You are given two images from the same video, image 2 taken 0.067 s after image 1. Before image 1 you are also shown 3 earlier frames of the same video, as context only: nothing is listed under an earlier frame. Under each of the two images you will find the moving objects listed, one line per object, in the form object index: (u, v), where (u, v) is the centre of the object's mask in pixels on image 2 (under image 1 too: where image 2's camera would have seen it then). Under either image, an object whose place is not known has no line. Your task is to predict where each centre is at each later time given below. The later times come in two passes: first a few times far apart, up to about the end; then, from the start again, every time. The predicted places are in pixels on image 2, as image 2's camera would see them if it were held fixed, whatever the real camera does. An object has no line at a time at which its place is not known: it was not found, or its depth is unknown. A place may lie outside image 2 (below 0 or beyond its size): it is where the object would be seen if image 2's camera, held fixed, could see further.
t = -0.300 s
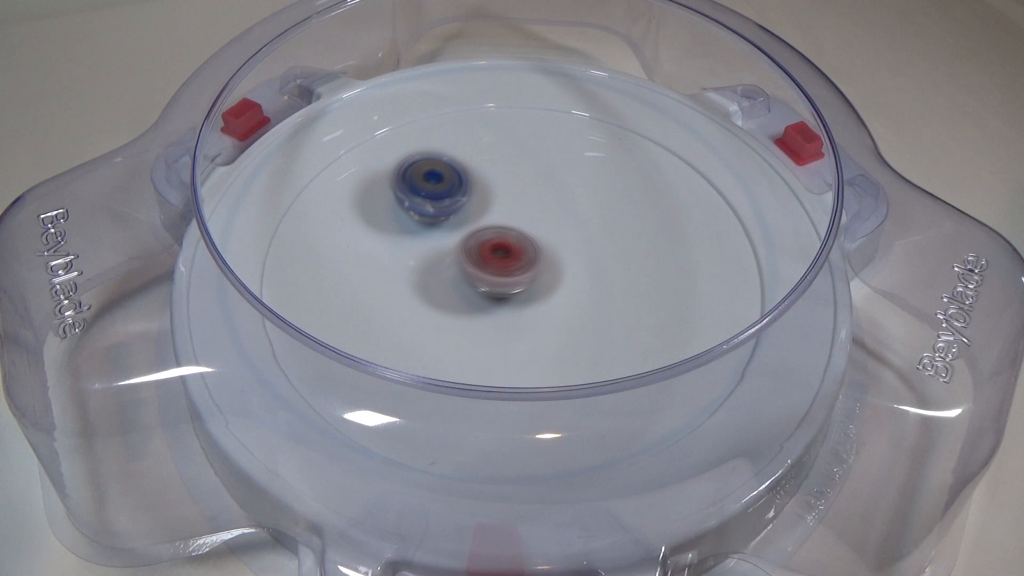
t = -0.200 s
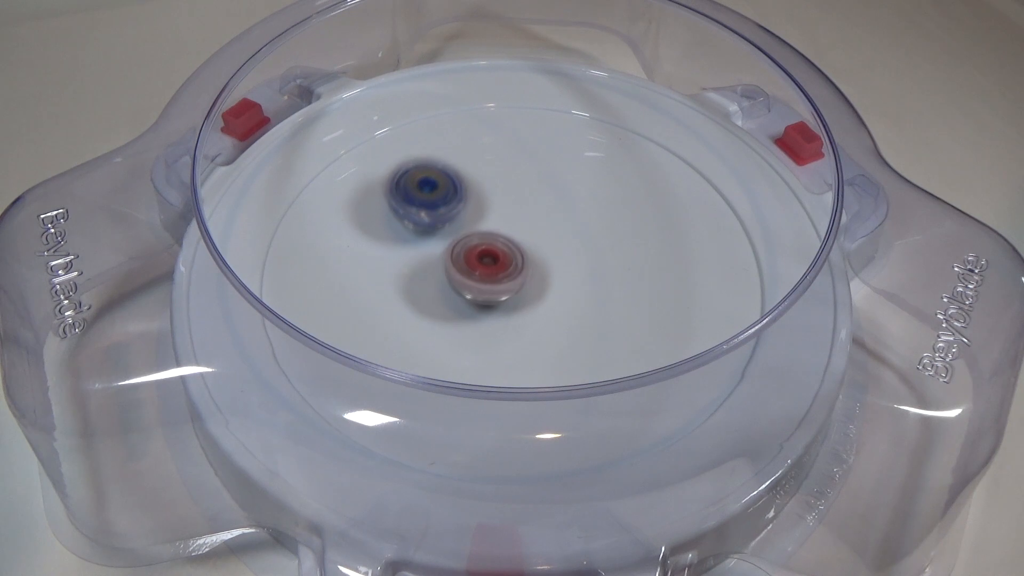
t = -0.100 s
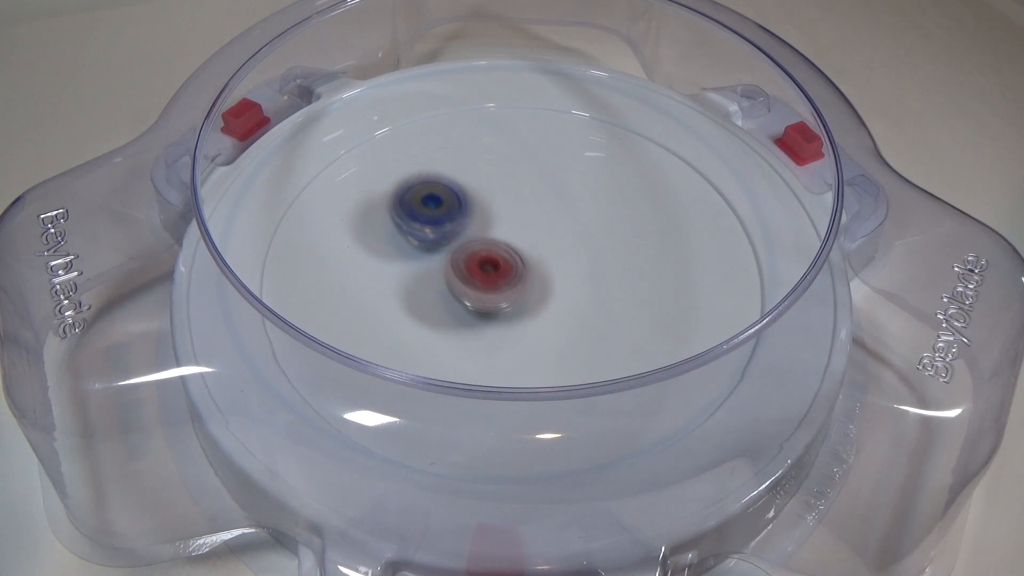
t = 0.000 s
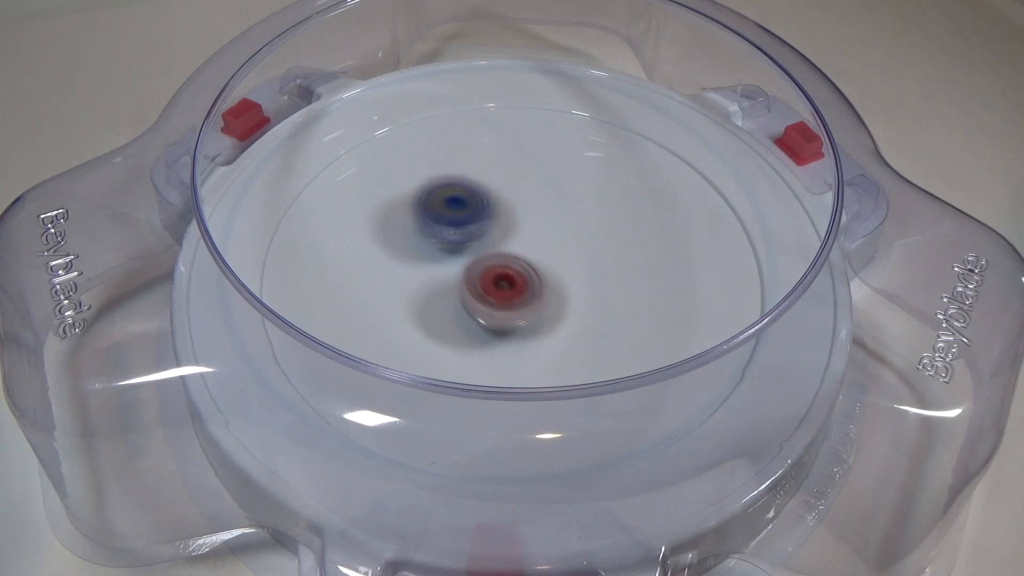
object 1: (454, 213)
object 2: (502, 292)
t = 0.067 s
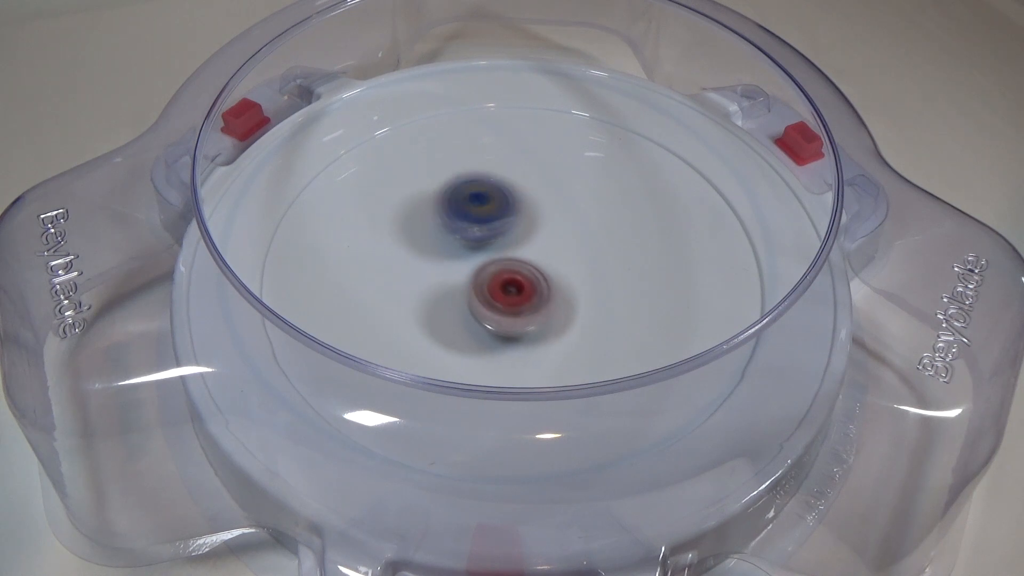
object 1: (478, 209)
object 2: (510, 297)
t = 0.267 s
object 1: (527, 180)
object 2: (518, 288)
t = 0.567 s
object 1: (450, 150)
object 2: (549, 326)
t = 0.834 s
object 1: (446, 136)
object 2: (581, 336)
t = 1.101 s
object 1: (446, 93)
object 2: (626, 315)
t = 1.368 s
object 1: (521, 207)
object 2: (583, 307)
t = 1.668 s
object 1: (669, 136)
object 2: (418, 444)
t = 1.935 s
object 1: (596, 268)
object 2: (383, 387)
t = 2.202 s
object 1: (483, 369)
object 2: (429, 260)
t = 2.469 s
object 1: (457, 374)
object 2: (472, 177)
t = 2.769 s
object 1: (461, 272)
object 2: (528, 162)
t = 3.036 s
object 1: (463, 200)
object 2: (603, 216)
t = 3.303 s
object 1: (488, 176)
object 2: (665, 271)
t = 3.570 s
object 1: (565, 207)
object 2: (653, 331)
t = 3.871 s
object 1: (623, 279)
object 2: (529, 359)
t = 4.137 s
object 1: (612, 333)
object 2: (426, 313)
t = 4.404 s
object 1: (526, 357)
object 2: (418, 240)
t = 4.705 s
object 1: (419, 320)
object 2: (495, 195)
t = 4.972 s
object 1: (404, 241)
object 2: (577, 201)
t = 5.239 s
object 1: (485, 197)
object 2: (635, 258)
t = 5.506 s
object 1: (590, 195)
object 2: (607, 331)
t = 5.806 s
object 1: (647, 245)
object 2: (477, 360)
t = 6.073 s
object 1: (623, 326)
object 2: (385, 301)
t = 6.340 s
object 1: (507, 363)
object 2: (402, 215)
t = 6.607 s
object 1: (412, 305)
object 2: (501, 173)
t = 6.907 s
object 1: (431, 188)
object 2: (615, 204)
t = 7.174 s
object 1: (452, 128)
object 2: (641, 289)
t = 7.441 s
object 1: (496, 192)
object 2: (559, 356)
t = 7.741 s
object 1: (588, 306)
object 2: (426, 326)
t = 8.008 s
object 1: (679, 329)
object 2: (417, 241)
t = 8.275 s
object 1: (607, 310)
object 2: (503, 196)
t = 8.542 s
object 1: (425, 304)
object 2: (590, 217)
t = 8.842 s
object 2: (607, 301)
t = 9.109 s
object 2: (612, 347)
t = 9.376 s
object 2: (515, 312)
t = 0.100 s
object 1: (490, 205)
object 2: (513, 298)
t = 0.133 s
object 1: (501, 201)
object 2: (516, 298)
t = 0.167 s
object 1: (510, 196)
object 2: (516, 297)
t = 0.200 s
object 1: (519, 190)
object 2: (516, 296)
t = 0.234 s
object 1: (523, 186)
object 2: (517, 292)
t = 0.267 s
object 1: (527, 180)
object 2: (518, 288)
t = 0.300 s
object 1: (528, 174)
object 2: (518, 282)
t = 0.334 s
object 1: (525, 169)
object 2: (519, 277)
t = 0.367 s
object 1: (520, 164)
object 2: (518, 272)
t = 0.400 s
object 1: (509, 161)
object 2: (518, 268)
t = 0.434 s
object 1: (497, 162)
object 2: (519, 265)
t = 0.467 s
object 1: (484, 169)
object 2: (519, 262)
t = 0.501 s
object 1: (474, 182)
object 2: (518, 260)
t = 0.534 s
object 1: (468, 191)
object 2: (521, 266)
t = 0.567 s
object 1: (450, 150)
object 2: (549, 326)
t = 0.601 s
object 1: (431, 109)
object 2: (581, 386)
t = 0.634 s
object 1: (422, 86)
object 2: (616, 448)
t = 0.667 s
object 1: (423, 83)
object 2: (634, 467)
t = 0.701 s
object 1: (425, 89)
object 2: (628, 448)
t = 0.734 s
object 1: (428, 96)
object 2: (616, 433)
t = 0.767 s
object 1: (433, 107)
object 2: (605, 400)
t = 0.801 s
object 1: (439, 122)
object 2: (591, 356)
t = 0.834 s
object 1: (446, 136)
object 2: (581, 336)
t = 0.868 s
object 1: (456, 156)
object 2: (572, 304)
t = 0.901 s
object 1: (467, 174)
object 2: (562, 273)
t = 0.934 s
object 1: (477, 188)
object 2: (556, 252)
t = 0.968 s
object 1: (470, 172)
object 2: (571, 260)
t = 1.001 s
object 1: (457, 147)
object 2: (593, 278)
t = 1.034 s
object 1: (452, 127)
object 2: (611, 295)
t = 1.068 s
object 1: (449, 108)
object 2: (621, 306)
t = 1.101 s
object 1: (446, 93)
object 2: (626, 315)
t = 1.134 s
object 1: (449, 97)
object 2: (626, 318)
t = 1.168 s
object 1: (454, 108)
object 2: (623, 320)
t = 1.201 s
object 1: (461, 122)
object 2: (618, 320)
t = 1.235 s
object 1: (470, 138)
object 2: (613, 318)
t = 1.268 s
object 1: (480, 154)
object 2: (607, 315)
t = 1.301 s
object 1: (492, 171)
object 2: (600, 312)
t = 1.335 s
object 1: (505, 189)
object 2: (591, 309)
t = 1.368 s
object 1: (521, 207)
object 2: (583, 307)
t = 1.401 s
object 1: (536, 224)
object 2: (571, 306)
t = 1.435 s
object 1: (551, 235)
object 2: (559, 309)
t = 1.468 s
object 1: (573, 214)
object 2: (537, 341)
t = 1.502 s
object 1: (598, 183)
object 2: (505, 389)
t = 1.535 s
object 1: (619, 171)
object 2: (475, 431)
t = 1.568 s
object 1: (635, 155)
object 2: (454, 444)
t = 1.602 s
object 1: (650, 143)
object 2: (440, 445)
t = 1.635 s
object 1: (666, 135)
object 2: (427, 446)
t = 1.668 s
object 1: (669, 136)
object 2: (418, 444)
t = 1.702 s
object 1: (666, 148)
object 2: (410, 442)
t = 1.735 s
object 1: (662, 160)
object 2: (404, 438)
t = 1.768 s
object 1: (655, 176)
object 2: (396, 431)
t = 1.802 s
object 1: (644, 192)
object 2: (390, 426)
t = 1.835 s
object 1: (634, 213)
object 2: (385, 420)
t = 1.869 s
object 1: (623, 231)
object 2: (379, 412)
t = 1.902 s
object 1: (611, 248)
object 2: (377, 404)
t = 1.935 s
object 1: (596, 268)
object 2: (383, 387)
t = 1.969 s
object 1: (581, 286)
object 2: (387, 369)
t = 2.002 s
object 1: (563, 304)
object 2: (395, 346)
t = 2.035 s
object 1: (547, 319)
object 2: (398, 337)
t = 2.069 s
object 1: (531, 333)
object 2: (404, 322)
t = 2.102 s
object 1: (517, 345)
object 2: (408, 306)
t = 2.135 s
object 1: (505, 351)
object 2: (416, 290)
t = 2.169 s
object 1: (494, 357)
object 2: (423, 274)
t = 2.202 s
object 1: (483, 369)
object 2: (429, 260)
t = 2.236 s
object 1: (475, 378)
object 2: (437, 247)
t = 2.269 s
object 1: (470, 384)
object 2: (440, 234)
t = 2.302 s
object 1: (466, 386)
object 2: (446, 221)
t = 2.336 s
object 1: (462, 385)
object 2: (453, 211)
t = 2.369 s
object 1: (459, 385)
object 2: (457, 201)
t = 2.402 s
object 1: (458, 384)
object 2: (463, 192)
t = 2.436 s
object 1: (457, 381)
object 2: (468, 184)
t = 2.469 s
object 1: (457, 374)
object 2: (472, 177)
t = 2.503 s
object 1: (458, 358)
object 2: (478, 171)
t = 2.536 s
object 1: (456, 354)
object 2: (482, 165)
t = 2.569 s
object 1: (455, 347)
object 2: (487, 161)
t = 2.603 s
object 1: (456, 336)
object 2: (493, 157)
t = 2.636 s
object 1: (457, 324)
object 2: (498, 155)
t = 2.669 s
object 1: (457, 310)
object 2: (505, 154)
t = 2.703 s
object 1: (458, 297)
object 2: (512, 156)
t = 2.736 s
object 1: (459, 285)
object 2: (519, 159)
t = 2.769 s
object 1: (461, 272)
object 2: (528, 162)
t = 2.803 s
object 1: (461, 261)
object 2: (536, 168)
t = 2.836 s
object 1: (462, 250)
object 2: (545, 175)
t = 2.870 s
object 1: (463, 239)
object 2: (554, 181)
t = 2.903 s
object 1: (463, 229)
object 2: (563, 188)
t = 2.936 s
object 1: (465, 222)
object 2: (571, 195)
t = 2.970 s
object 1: (466, 214)
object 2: (581, 202)
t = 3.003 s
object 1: (464, 206)
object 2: (592, 209)
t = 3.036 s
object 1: (463, 200)
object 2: (603, 216)
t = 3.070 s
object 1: (464, 194)
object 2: (612, 223)
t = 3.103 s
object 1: (464, 188)
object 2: (620, 230)
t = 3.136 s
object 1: (465, 184)
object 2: (629, 235)
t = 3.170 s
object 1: (468, 180)
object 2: (637, 243)
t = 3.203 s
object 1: (471, 178)
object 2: (646, 249)
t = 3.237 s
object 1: (476, 175)
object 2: (652, 256)
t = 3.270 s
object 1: (481, 175)
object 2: (659, 261)
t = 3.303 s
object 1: (488, 176)
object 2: (665, 271)
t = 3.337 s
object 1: (496, 177)
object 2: (668, 277)
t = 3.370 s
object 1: (504, 179)
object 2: (671, 285)
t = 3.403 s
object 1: (513, 182)
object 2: (672, 293)
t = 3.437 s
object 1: (523, 186)
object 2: (673, 300)
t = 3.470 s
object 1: (534, 190)
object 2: (670, 309)
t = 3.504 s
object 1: (546, 195)
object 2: (666, 317)
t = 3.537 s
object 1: (555, 201)
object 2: (659, 325)
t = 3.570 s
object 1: (565, 207)
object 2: (653, 331)
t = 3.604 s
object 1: (575, 215)
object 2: (643, 337)
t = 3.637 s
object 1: (583, 223)
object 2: (632, 342)
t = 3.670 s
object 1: (591, 231)
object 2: (620, 347)
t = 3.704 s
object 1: (598, 240)
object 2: (606, 351)
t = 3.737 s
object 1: (606, 249)
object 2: (592, 355)
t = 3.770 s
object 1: (611, 257)
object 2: (576, 358)
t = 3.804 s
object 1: (615, 267)
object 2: (561, 359)
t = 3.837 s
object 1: (619, 275)
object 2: (543, 360)
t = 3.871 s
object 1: (623, 279)
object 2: (529, 359)
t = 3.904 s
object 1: (625, 289)
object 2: (513, 358)
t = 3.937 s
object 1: (626, 296)
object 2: (498, 355)
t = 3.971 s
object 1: (628, 302)
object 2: (482, 350)
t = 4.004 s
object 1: (627, 309)
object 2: (468, 345)
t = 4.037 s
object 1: (626, 316)
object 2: (455, 339)
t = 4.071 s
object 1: (622, 322)
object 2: (442, 330)
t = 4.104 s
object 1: (618, 327)
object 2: (432, 322)
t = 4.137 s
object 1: (612, 333)
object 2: (426, 313)
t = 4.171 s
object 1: (605, 339)
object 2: (416, 302)
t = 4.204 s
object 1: (597, 344)
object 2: (412, 293)
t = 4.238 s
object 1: (587, 348)
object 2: (408, 283)
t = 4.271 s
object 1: (576, 351)
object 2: (408, 273)
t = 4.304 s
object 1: (565, 353)
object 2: (408, 265)
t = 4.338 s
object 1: (552, 355)
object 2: (410, 256)
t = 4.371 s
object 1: (539, 356)
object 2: (413, 248)
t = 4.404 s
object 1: (526, 357)
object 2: (418, 240)
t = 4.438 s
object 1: (514, 357)
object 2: (423, 233)
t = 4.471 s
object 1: (500, 356)
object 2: (428, 225)
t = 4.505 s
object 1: (485, 354)
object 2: (436, 219)
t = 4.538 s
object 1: (472, 351)
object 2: (444, 214)
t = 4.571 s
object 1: (459, 347)
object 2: (451, 209)
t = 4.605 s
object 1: (447, 341)
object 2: (461, 204)
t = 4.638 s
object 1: (438, 336)
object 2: (472, 201)
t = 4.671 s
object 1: (428, 329)
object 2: (480, 198)
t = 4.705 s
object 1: (419, 320)
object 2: (495, 195)
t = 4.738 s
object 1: (411, 311)
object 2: (506, 193)
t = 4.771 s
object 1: (404, 302)
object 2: (515, 193)
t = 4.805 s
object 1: (399, 292)
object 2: (525, 192)
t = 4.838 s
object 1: (397, 282)
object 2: (536, 191)
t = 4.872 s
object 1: (396, 272)
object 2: (547, 193)
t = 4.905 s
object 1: (397, 262)
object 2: (556, 195)
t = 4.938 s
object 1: (400, 251)
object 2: (566, 198)
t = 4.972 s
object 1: (404, 241)
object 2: (577, 201)
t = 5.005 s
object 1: (409, 233)
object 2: (587, 206)
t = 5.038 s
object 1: (418, 224)
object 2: (596, 214)
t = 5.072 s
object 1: (427, 217)
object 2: (605, 219)
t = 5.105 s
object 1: (437, 211)
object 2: (612, 225)
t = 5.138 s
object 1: (448, 206)
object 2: (619, 231)
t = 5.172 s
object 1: (459, 202)
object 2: (626, 241)
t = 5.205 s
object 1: (472, 199)
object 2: (630, 251)
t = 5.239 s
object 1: (485, 197)
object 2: (635, 258)
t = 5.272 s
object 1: (497, 197)
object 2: (638, 266)
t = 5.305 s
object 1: (510, 195)
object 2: (639, 278)
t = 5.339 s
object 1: (524, 194)
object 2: (638, 287)
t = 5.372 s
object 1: (537, 194)
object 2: (635, 296)
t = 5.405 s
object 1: (552, 194)
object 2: (631, 305)
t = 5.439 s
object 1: (565, 194)
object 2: (625, 314)
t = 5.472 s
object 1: (577, 194)
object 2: (616, 323)
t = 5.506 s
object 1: (590, 195)
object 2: (607, 331)
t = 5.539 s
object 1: (600, 197)
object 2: (598, 339)
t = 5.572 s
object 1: (610, 199)
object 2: (586, 346)
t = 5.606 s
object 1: (618, 203)
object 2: (573, 350)
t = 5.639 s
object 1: (626, 208)
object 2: (559, 354)
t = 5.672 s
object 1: (633, 215)
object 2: (544, 358)
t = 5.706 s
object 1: (638, 221)
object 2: (528, 360)
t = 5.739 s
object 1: (643, 229)
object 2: (512, 362)
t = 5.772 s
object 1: (645, 236)
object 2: (495, 362)
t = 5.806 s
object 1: (647, 245)
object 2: (477, 360)
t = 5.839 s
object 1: (649, 253)
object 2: (459, 357)
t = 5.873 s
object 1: (649, 262)
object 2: (444, 352)
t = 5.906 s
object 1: (648, 271)
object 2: (430, 347)
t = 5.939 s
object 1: (646, 281)
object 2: (417, 340)
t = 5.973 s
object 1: (643, 293)
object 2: (406, 332)
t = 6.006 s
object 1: (639, 303)
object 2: (397, 322)
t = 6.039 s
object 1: (632, 315)
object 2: (390, 312)
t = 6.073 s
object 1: (623, 326)
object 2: (385, 301)
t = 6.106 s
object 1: (613, 336)
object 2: (381, 289)
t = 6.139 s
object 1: (602, 345)
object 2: (379, 278)
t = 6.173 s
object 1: (588, 351)
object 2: (379, 266)
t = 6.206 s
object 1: (574, 356)
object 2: (380, 256)
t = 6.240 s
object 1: (558, 360)
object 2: (383, 244)
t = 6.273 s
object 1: (541, 362)
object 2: (387, 234)
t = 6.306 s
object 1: (525, 364)
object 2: (394, 224)
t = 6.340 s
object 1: (507, 363)
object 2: (402, 215)
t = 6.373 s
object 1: (490, 362)
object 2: (412, 207)
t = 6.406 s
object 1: (475, 358)
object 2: (421, 200)
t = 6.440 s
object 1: (461, 353)
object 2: (433, 193)
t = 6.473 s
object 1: (447, 346)
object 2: (445, 186)
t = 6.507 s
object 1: (435, 338)
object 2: (458, 181)
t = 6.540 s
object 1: (425, 328)
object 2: (473, 178)
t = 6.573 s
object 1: (418, 317)
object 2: (486, 175)
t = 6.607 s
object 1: (412, 305)
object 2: (501, 173)
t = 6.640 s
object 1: (409, 293)
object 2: (515, 172)
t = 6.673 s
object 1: (407, 280)
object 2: (528, 173)
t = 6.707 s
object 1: (408, 268)
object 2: (542, 175)
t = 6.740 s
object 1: (410, 256)
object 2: (555, 177)
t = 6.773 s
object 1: (413, 242)
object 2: (571, 181)
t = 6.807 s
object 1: (417, 229)
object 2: (582, 186)
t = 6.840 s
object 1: (421, 215)
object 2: (595, 192)
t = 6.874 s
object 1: (426, 202)
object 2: (603, 197)
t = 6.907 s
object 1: (431, 188)
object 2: (615, 204)
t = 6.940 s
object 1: (437, 175)
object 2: (623, 213)
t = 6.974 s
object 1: (442, 163)
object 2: (630, 223)
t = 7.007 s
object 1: (445, 151)
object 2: (635, 233)
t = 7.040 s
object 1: (447, 142)
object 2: (640, 245)
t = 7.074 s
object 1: (448, 135)
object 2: (642, 256)
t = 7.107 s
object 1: (450, 131)
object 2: (644, 266)
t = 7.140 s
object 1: (451, 128)
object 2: (643, 278)
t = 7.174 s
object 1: (452, 128)
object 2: (641, 289)
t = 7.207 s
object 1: (453, 129)
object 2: (637, 300)
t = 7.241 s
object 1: (456, 133)
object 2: (631, 311)
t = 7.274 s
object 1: (460, 139)
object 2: (623, 321)
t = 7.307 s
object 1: (465, 147)
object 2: (613, 332)
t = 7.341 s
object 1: (474, 158)
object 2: (602, 340)
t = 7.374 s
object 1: (480, 169)
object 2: (589, 347)
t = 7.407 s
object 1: (487, 180)
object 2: (574, 352)
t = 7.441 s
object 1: (496, 192)
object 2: (559, 356)
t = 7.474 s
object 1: (505, 206)
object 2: (542, 359)
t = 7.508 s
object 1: (511, 217)
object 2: (527, 360)
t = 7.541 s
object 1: (519, 230)
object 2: (510, 359)
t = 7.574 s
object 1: (528, 241)
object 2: (492, 357)
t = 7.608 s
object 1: (535, 254)
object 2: (476, 354)
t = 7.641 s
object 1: (546, 267)
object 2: (461, 349)
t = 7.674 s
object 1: (559, 280)
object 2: (448, 343)
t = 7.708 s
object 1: (573, 293)
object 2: (436, 335)
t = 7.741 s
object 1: (588, 306)
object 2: (426, 326)
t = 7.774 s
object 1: (605, 317)
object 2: (417, 315)
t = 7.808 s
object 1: (619, 326)
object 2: (410, 303)
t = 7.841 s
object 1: (633, 331)
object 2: (407, 292)
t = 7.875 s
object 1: (648, 332)
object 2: (405, 281)
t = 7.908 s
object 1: (663, 332)
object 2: (405, 270)
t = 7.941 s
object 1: (672, 330)
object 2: (407, 260)
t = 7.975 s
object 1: (677, 329)
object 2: (411, 250)
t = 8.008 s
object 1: (679, 329)
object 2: (417, 241)
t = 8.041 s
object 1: (678, 328)
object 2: (423, 232)
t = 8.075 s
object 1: (676, 328)
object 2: (431, 223)
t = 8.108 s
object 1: (670, 328)
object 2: (441, 216)
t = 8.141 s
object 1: (663, 327)
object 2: (453, 210)
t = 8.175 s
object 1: (654, 324)
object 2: (464, 206)
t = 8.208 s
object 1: (641, 317)
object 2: (476, 202)
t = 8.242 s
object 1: (626, 315)
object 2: (489, 198)
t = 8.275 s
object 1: (607, 310)
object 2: (503, 196)
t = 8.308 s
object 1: (587, 308)
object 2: (517, 194)
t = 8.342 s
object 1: (564, 305)
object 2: (529, 194)
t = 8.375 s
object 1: (537, 303)
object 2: (540, 195)
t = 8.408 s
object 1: (511, 300)
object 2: (549, 196)
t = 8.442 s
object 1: (487, 299)
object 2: (561, 201)
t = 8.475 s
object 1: (460, 301)
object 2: (571, 206)
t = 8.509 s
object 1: (442, 301)
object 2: (582, 211)
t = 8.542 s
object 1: (425, 304)
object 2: (590, 217)
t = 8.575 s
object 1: (414, 306)
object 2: (600, 224)
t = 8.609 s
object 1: (409, 311)
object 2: (607, 232)
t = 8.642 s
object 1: (407, 315)
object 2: (611, 242)
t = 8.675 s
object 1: (407, 320)
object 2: (614, 252)
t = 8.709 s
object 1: (410, 325)
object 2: (616, 262)
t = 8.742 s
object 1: (416, 329)
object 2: (616, 271)
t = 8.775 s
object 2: (615, 280)
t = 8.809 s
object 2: (612, 290)
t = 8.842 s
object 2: (607, 301)
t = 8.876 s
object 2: (600, 311)
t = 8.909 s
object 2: (591, 320)
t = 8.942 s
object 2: (581, 328)
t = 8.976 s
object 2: (572, 334)
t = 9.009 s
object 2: (591, 343)
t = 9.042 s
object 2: (606, 346)
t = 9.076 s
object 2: (612, 347)
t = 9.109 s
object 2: (612, 347)
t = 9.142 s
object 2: (606, 346)
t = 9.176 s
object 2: (594, 345)
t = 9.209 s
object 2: (578, 343)
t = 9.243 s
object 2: (565, 340)
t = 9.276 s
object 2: (548, 334)
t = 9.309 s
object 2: (539, 329)
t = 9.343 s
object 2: (525, 320)
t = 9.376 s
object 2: (515, 312)
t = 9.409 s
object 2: (509, 302)
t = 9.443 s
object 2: (513, 299)
